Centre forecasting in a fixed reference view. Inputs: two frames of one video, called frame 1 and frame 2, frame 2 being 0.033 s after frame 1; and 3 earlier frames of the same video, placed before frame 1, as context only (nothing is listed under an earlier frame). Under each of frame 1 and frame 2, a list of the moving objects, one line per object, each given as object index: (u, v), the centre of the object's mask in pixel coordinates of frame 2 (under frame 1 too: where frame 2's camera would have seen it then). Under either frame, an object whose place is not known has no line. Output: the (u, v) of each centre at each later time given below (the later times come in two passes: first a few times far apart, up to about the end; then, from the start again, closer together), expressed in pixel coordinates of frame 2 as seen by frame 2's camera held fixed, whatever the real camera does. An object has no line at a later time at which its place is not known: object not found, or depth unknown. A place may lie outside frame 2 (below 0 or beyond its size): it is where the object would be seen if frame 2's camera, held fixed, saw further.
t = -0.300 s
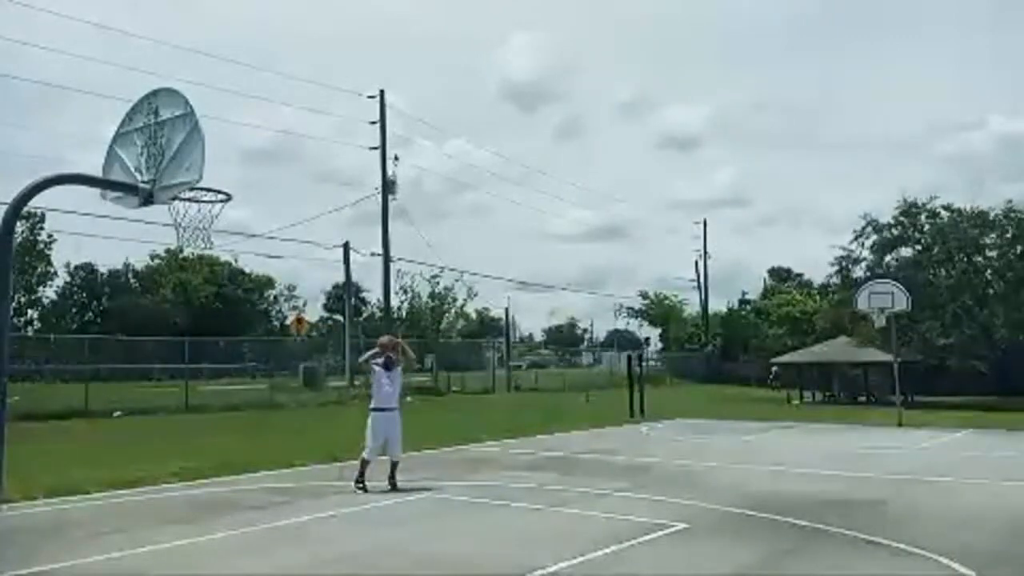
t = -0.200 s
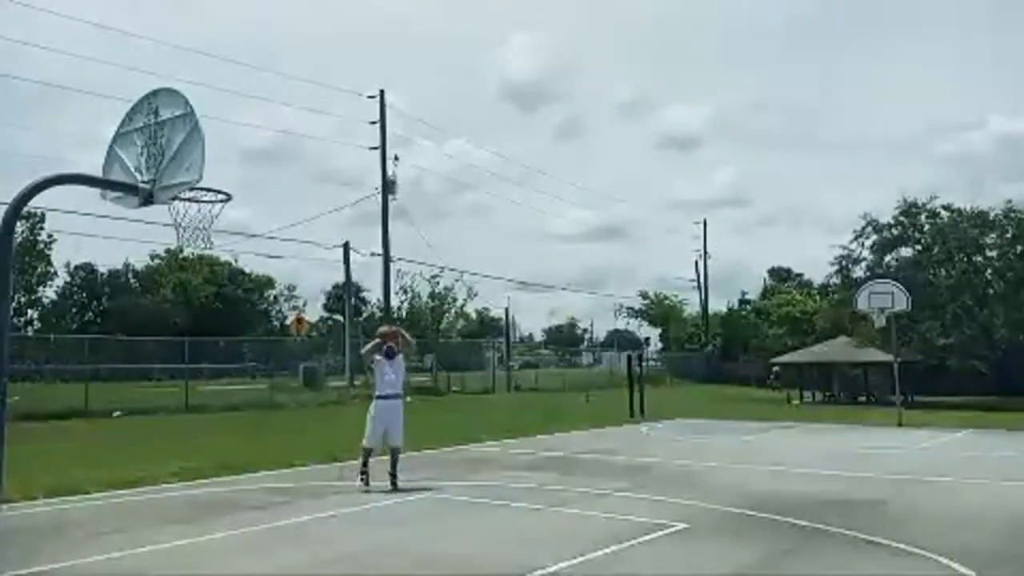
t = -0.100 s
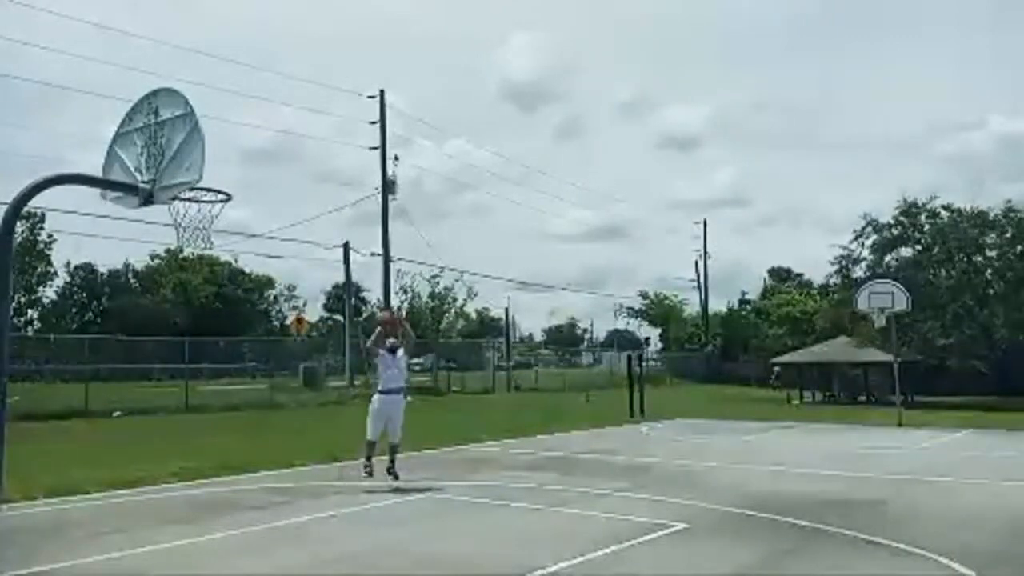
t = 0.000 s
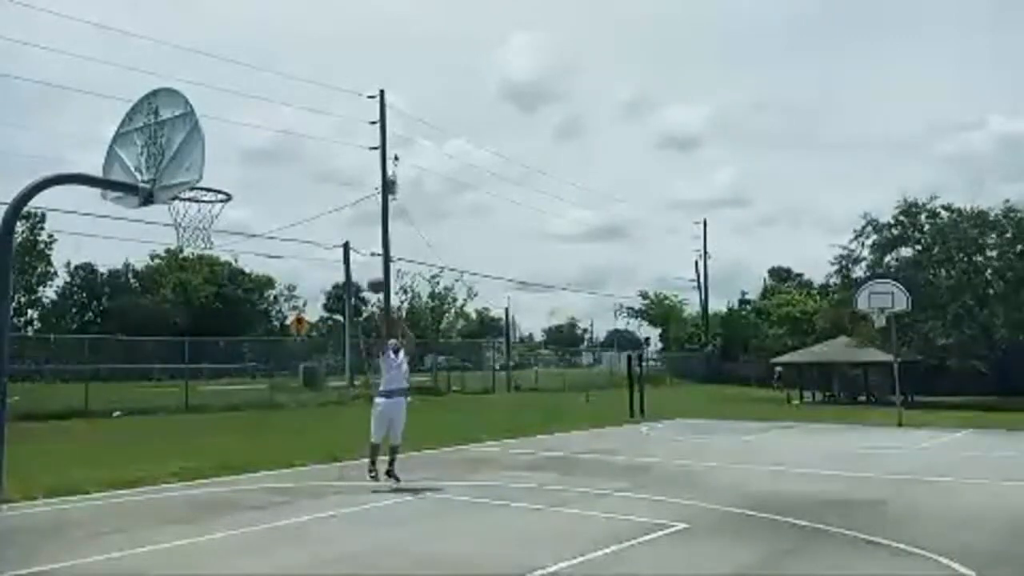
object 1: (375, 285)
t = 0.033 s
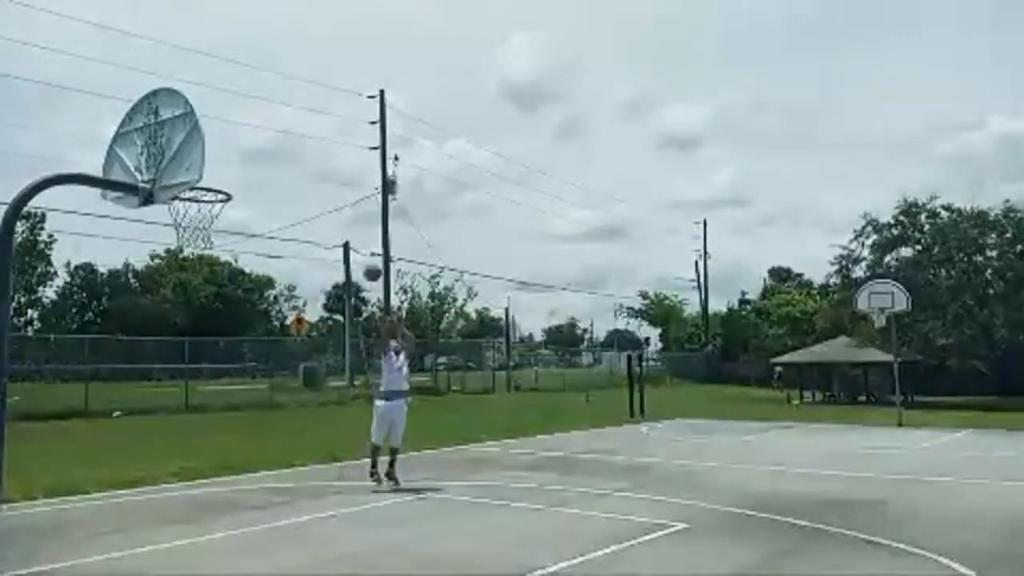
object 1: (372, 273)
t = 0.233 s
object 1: (348, 204)
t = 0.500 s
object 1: (306, 147)
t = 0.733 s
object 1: (258, 139)
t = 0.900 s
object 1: (216, 173)
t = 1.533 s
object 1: (123, 213)
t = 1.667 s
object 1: (119, 261)
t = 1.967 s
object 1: (106, 438)
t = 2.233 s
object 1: (89, 443)
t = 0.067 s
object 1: (368, 261)
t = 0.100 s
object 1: (364, 247)
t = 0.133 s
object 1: (360, 237)
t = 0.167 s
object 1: (356, 225)
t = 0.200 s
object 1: (352, 214)
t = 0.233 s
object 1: (348, 204)
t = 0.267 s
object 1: (343, 194)
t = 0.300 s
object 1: (339, 186)
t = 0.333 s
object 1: (334, 178)
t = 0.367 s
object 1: (328, 170)
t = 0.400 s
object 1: (324, 163)
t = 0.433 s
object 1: (318, 157)
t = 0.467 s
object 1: (312, 152)
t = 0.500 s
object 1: (306, 147)
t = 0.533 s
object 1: (300, 143)
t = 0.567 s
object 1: (294, 140)
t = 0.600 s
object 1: (287, 138)
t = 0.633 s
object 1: (280, 136)
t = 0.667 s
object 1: (273, 136)
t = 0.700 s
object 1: (266, 137)
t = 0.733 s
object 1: (258, 139)
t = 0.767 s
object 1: (250, 143)
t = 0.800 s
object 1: (242, 148)
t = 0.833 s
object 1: (233, 154)
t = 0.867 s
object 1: (224, 163)
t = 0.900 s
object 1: (216, 173)
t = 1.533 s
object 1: (123, 213)
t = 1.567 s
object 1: (123, 219)
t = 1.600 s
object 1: (122, 233)
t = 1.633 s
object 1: (121, 247)
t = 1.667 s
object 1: (119, 261)
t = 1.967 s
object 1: (106, 438)
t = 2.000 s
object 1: (104, 463)
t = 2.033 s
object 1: (102, 487)
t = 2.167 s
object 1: (95, 481)
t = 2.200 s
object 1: (92, 460)
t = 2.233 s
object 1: (89, 443)
